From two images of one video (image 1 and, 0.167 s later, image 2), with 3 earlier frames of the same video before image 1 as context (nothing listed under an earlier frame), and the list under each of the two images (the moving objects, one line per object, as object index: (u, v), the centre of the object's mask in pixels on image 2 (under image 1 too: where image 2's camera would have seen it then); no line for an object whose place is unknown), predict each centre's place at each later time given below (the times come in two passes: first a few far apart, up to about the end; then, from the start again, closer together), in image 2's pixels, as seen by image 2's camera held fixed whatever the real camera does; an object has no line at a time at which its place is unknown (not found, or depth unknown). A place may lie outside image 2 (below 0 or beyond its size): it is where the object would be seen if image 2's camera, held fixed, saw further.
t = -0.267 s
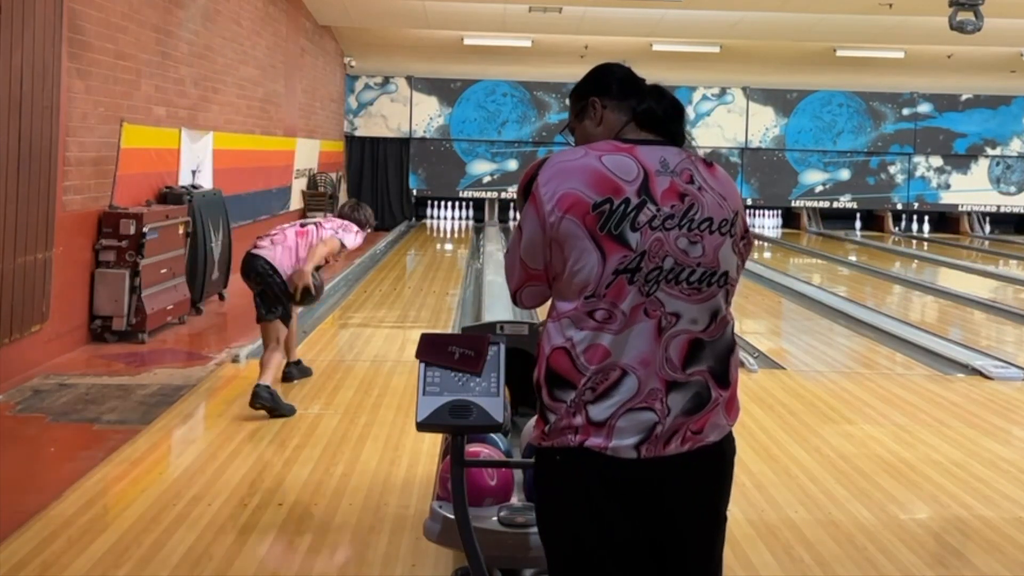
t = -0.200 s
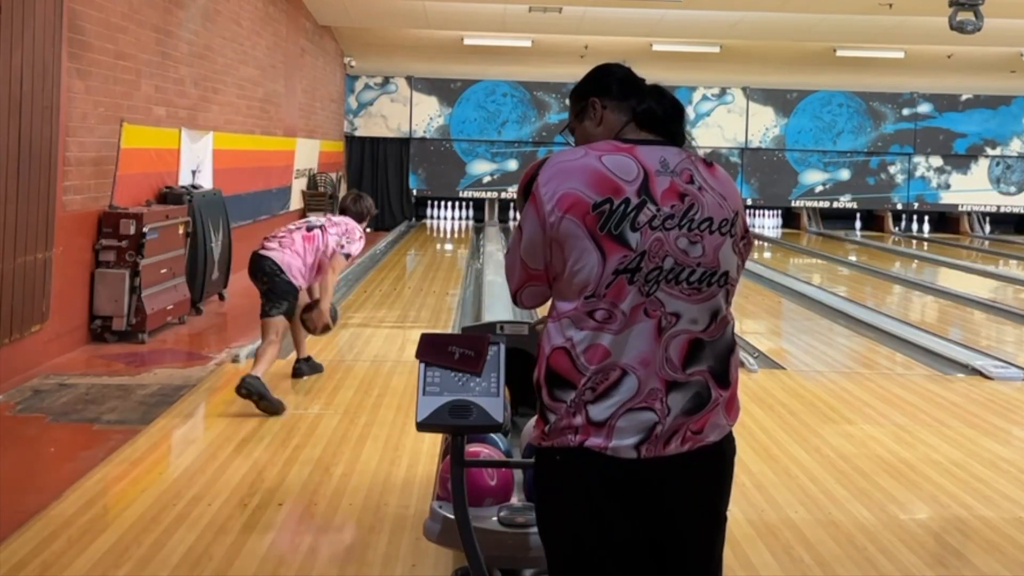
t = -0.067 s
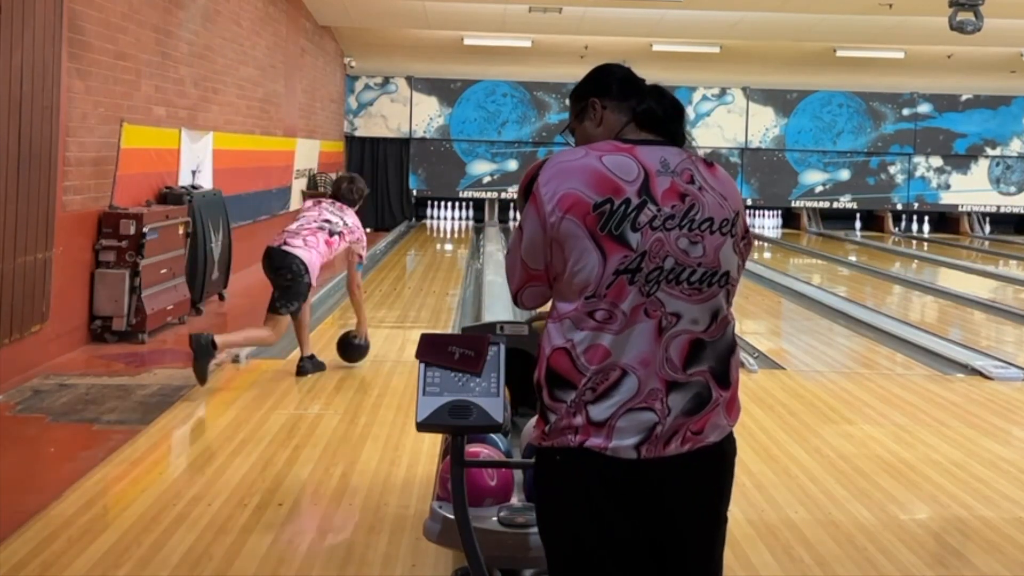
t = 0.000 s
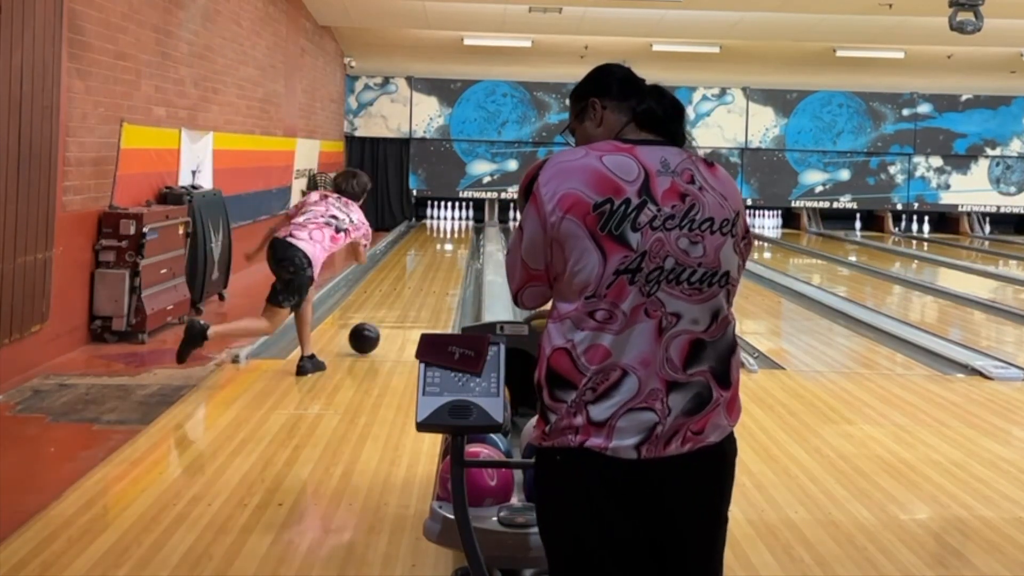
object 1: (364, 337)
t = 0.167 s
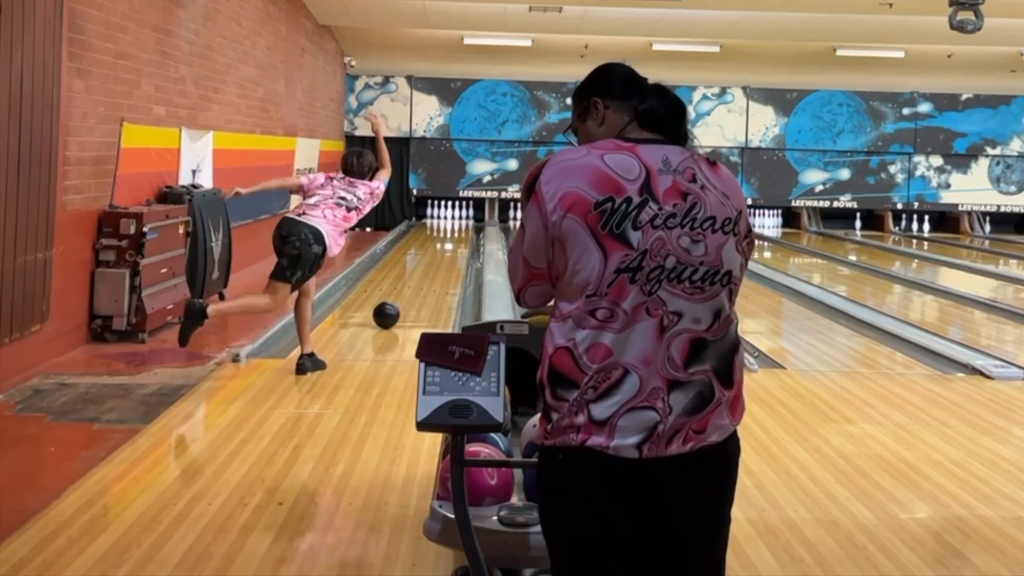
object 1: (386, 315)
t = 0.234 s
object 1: (393, 308)
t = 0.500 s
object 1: (415, 283)
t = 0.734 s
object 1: (428, 268)
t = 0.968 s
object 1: (438, 255)
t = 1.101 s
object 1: (443, 249)
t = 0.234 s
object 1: (393, 308)
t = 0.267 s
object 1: (396, 304)
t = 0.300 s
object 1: (399, 301)
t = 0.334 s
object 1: (402, 298)
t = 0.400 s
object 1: (408, 292)
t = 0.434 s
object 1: (410, 289)
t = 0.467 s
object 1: (412, 286)
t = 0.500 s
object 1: (415, 283)
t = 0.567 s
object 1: (419, 278)
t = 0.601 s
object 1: (421, 276)
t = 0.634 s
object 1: (423, 274)
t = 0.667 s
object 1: (425, 272)
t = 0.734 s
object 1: (428, 268)
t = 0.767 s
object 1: (430, 266)
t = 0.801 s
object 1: (432, 264)
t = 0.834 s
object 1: (433, 262)
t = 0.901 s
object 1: (435, 259)
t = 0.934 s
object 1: (437, 257)
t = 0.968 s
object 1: (438, 255)
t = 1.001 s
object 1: (439, 254)
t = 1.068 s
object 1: (442, 250)
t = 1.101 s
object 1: (443, 249)
